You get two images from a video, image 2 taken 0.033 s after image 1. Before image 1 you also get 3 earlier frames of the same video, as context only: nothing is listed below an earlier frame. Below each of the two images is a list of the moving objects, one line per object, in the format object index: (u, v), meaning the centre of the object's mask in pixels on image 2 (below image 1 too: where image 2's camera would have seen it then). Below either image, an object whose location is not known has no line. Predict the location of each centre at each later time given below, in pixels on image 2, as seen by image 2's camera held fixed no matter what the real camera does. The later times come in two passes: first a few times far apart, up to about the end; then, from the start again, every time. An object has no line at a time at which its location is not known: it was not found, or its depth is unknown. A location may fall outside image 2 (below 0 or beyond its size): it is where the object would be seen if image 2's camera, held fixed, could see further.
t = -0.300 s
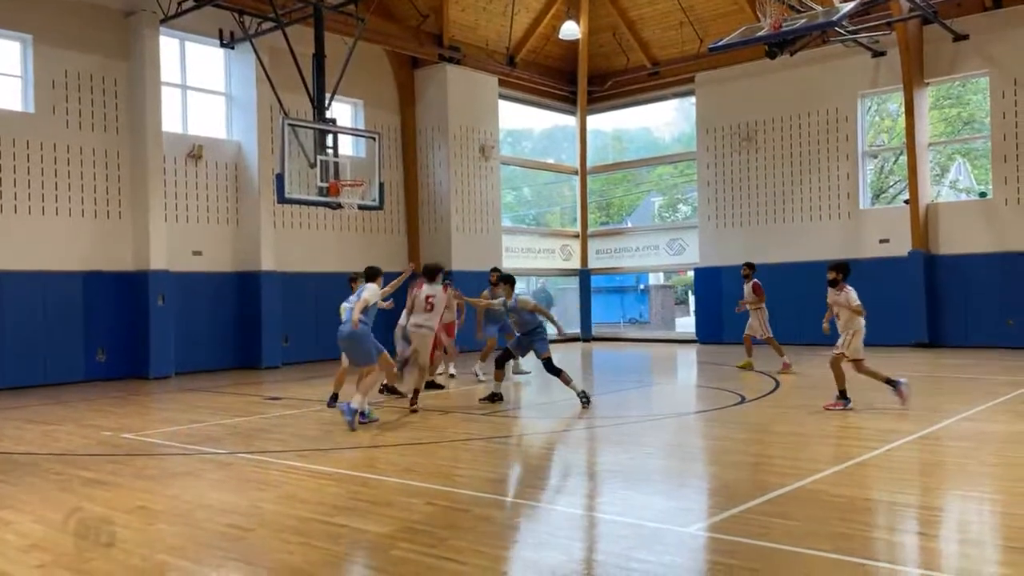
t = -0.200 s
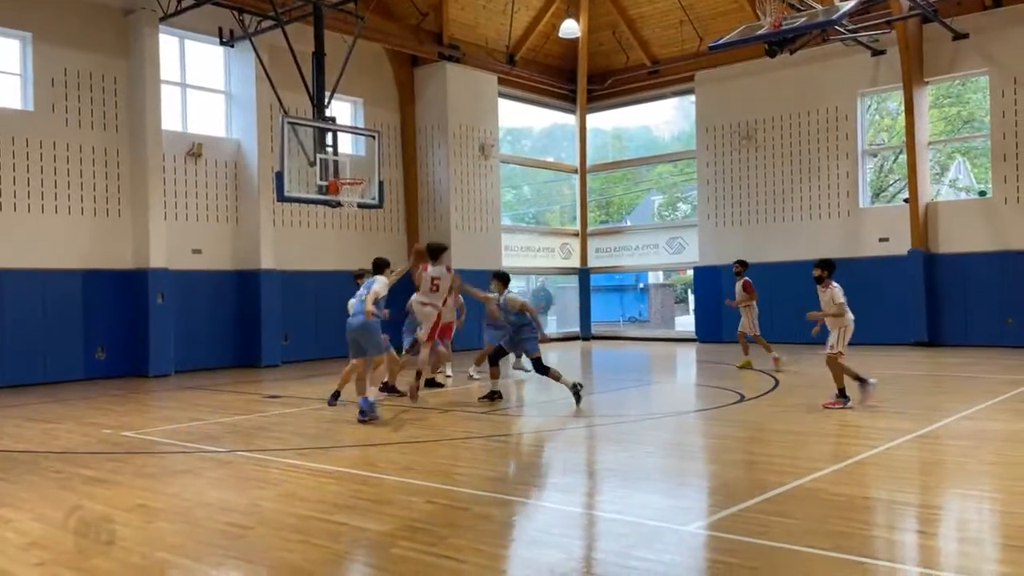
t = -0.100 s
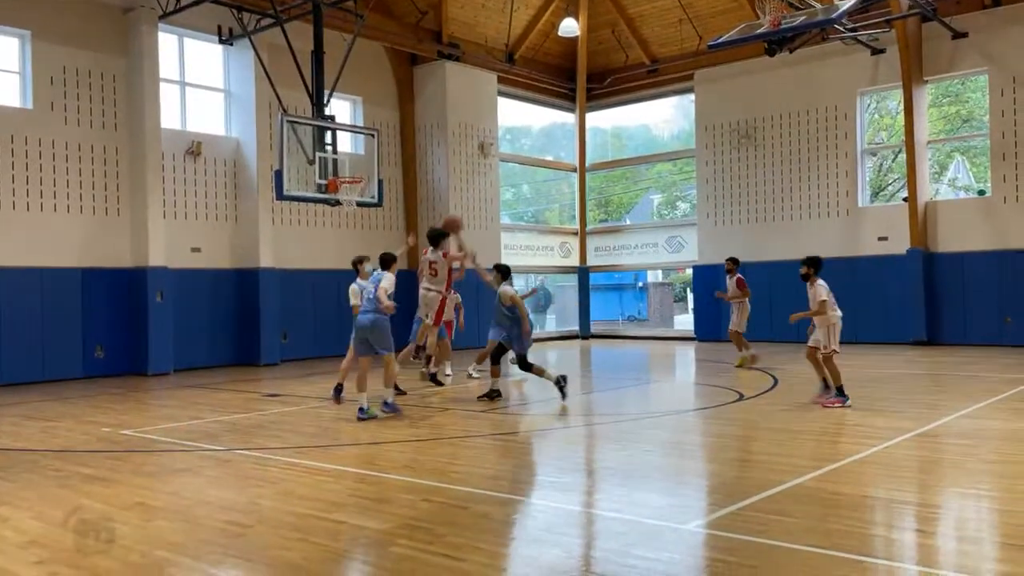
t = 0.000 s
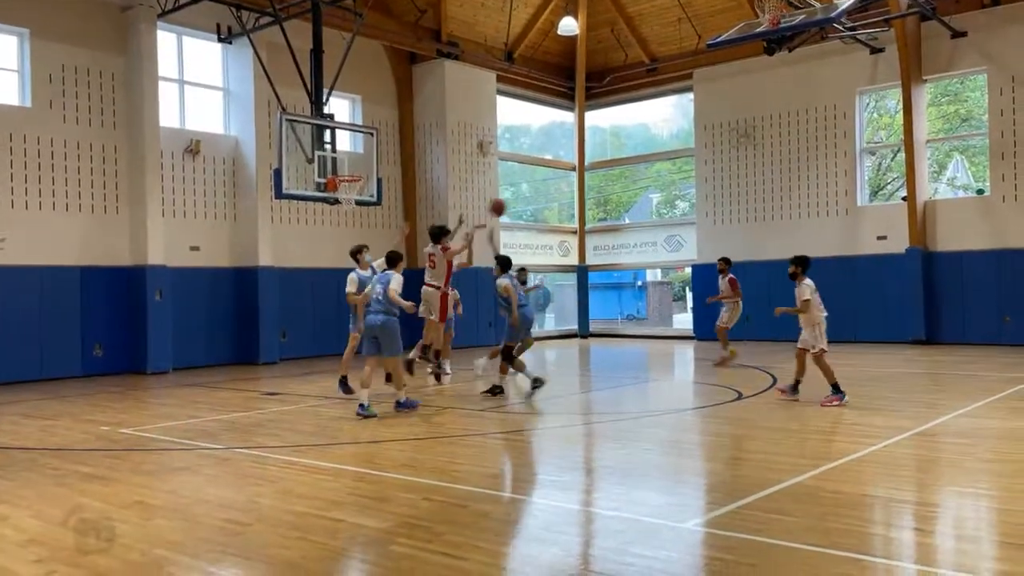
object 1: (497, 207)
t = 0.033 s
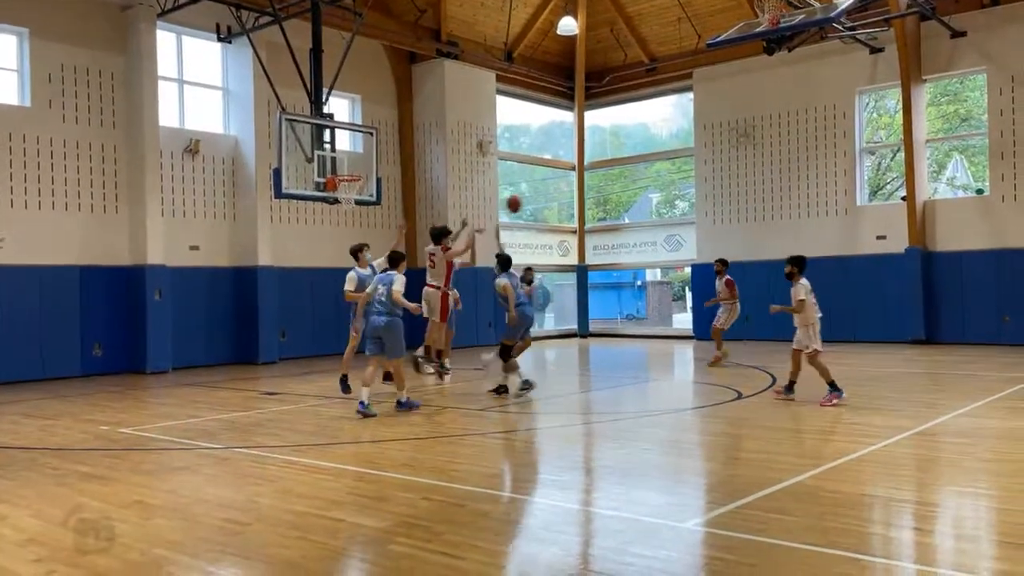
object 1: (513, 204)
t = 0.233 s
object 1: (598, 205)
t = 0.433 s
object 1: (670, 233)
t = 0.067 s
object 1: (528, 201)
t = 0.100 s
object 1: (543, 200)
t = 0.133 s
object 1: (557, 200)
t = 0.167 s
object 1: (571, 201)
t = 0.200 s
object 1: (585, 203)
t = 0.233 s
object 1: (598, 205)
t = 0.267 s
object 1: (610, 208)
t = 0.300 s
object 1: (624, 212)
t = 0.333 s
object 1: (635, 216)
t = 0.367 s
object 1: (647, 221)
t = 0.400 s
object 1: (659, 227)
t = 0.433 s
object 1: (670, 233)
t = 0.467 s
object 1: (681, 240)
